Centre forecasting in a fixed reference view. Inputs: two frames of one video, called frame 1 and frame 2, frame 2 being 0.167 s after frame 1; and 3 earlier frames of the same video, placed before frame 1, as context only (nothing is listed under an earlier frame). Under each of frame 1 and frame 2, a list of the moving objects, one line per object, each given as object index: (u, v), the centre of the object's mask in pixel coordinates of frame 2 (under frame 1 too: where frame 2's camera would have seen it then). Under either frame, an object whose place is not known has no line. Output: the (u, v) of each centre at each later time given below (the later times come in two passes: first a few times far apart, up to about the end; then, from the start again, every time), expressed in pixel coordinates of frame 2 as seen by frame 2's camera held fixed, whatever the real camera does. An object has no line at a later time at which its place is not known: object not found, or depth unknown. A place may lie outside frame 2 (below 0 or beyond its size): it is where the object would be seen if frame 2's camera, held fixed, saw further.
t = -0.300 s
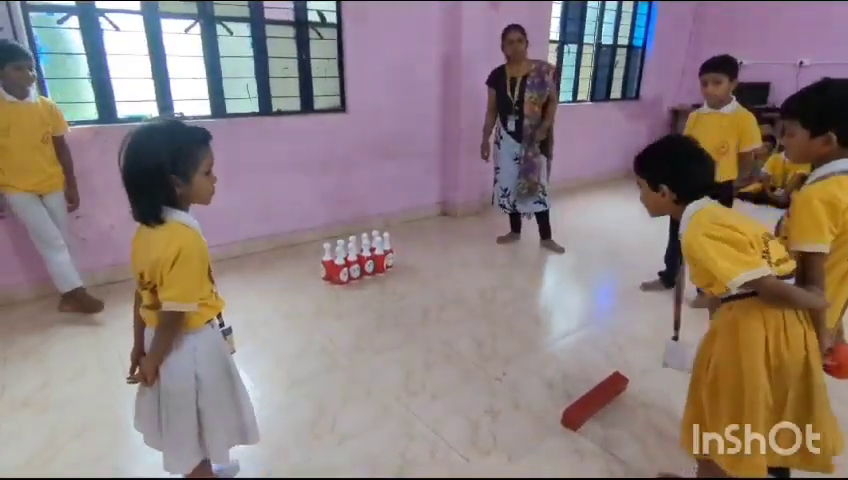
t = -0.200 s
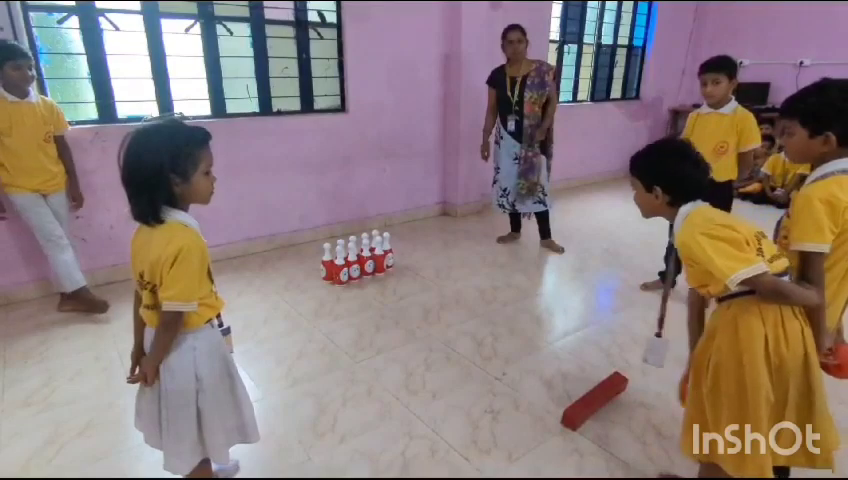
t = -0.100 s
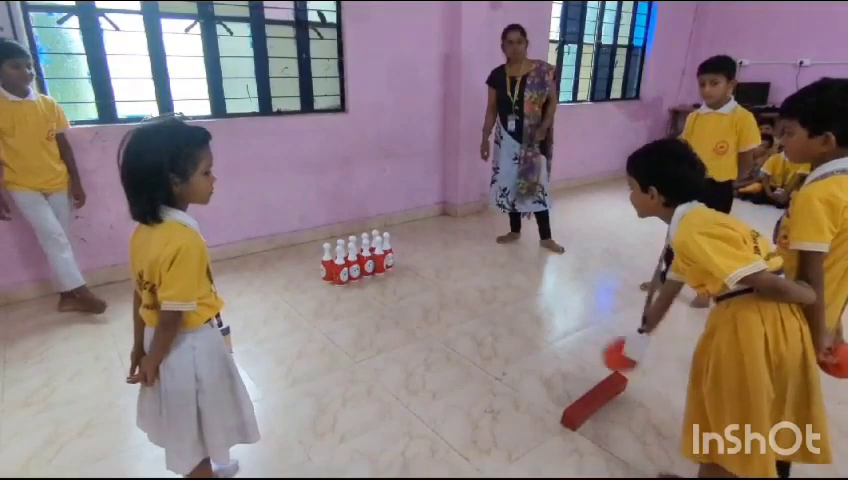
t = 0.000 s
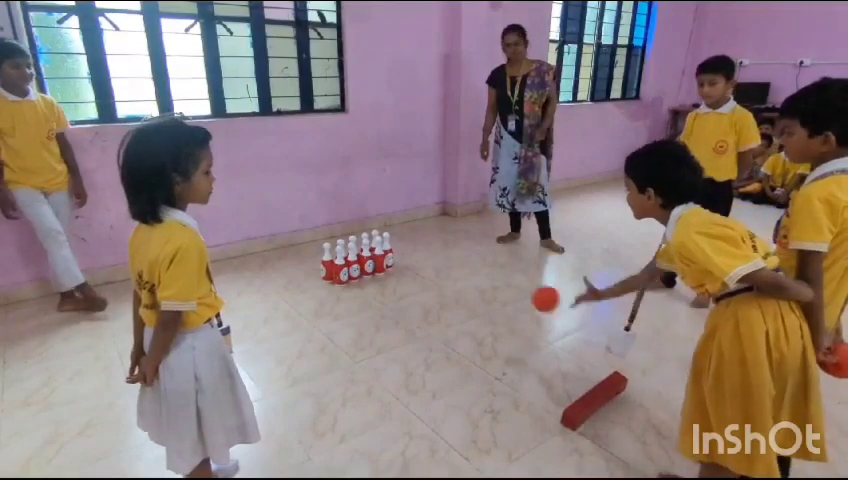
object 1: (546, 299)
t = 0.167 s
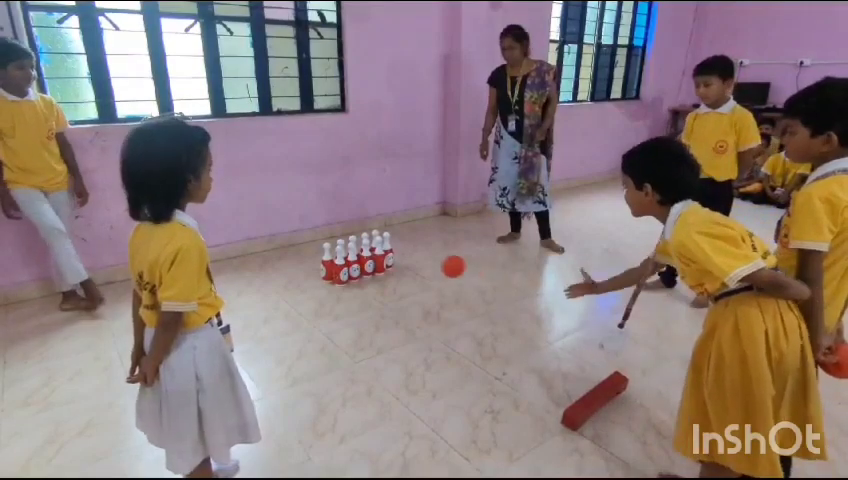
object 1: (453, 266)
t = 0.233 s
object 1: (424, 271)
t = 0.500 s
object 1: (352, 235)
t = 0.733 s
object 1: (323, 232)
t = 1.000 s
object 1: (295, 218)
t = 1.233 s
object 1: (288, 240)
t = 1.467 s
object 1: (291, 234)
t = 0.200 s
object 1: (438, 267)
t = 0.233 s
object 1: (424, 271)
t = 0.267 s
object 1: (411, 276)
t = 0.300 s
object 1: (400, 283)
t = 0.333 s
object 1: (388, 293)
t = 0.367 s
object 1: (379, 279)
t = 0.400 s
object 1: (374, 263)
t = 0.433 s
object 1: (362, 251)
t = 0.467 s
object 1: (356, 242)
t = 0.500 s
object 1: (352, 235)
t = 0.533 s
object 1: (347, 229)
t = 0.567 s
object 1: (343, 226)
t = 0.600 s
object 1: (339, 223)
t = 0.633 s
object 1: (335, 223)
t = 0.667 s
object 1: (331, 224)
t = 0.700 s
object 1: (326, 227)
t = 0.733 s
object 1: (323, 232)
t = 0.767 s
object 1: (319, 238)
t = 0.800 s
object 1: (315, 246)
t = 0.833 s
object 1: (314, 249)
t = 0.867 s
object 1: (310, 241)
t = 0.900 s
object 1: (306, 234)
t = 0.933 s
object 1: (302, 227)
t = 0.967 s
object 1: (299, 221)
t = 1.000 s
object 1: (295, 218)
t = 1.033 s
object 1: (292, 216)
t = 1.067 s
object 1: (289, 216)
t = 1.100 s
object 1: (286, 217)
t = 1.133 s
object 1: (284, 220)
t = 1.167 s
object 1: (284, 226)
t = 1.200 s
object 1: (287, 233)
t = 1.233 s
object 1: (288, 240)
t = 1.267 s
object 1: (289, 243)
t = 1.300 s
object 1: (289, 239)
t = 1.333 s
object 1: (289, 234)
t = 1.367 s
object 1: (290, 233)
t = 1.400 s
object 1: (290, 232)
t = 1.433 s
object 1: (290, 232)
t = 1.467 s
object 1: (291, 234)
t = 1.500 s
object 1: (292, 237)
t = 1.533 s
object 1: (293, 243)
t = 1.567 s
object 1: (295, 250)
